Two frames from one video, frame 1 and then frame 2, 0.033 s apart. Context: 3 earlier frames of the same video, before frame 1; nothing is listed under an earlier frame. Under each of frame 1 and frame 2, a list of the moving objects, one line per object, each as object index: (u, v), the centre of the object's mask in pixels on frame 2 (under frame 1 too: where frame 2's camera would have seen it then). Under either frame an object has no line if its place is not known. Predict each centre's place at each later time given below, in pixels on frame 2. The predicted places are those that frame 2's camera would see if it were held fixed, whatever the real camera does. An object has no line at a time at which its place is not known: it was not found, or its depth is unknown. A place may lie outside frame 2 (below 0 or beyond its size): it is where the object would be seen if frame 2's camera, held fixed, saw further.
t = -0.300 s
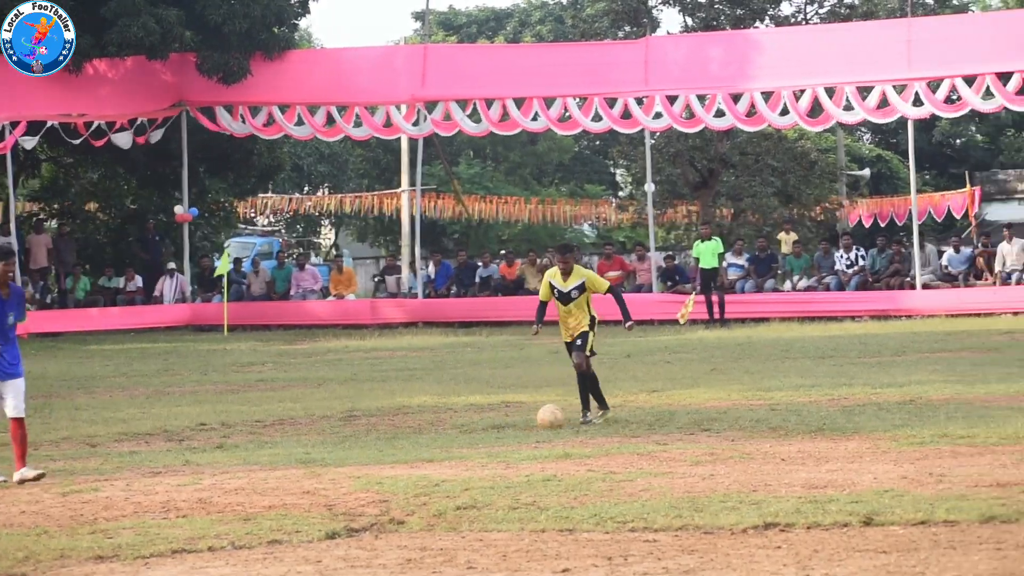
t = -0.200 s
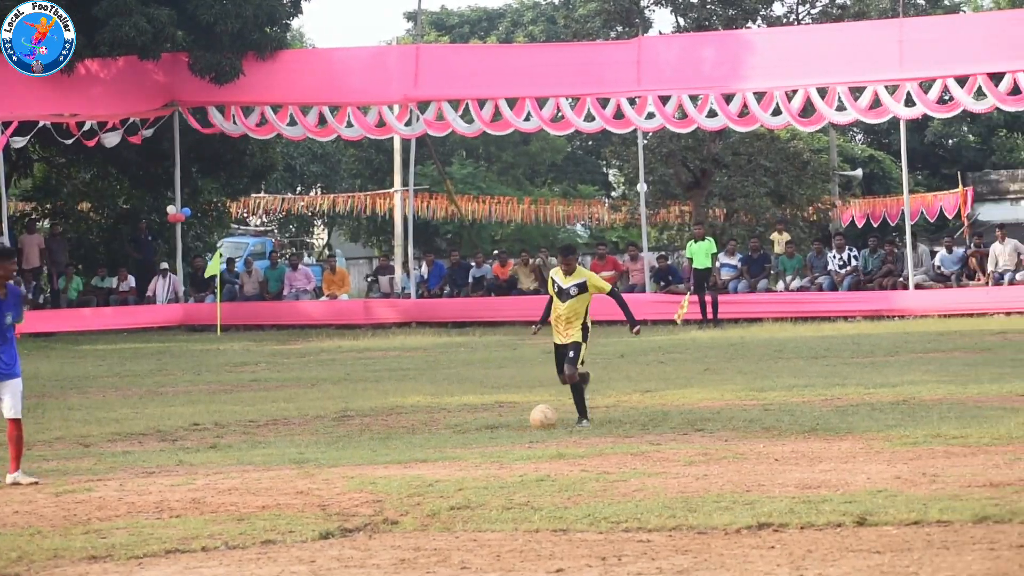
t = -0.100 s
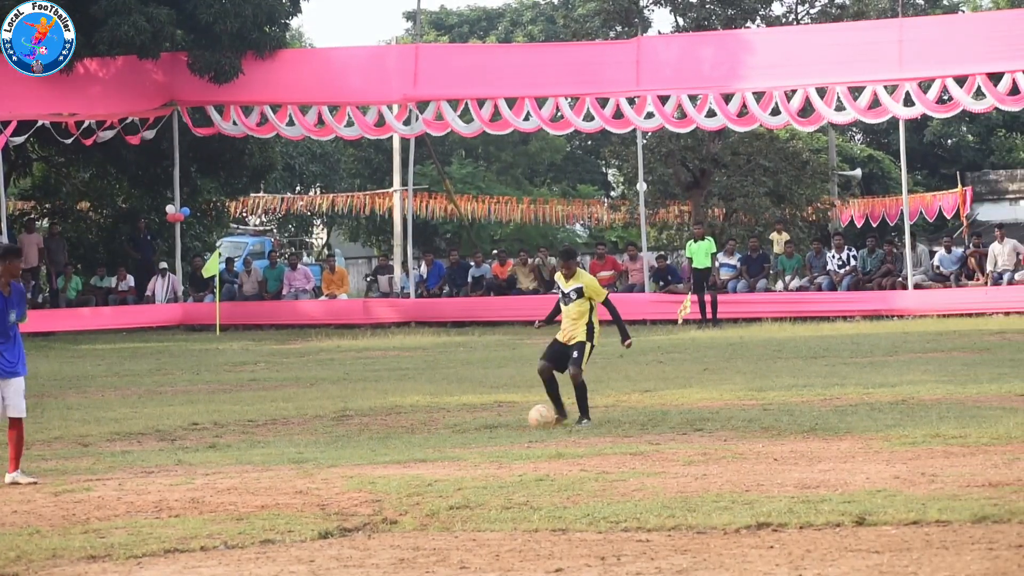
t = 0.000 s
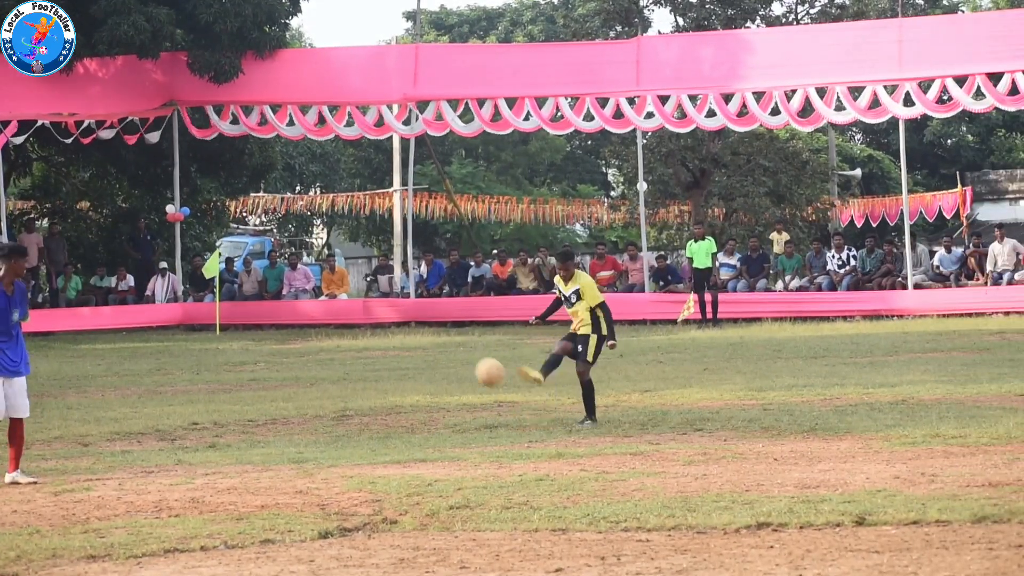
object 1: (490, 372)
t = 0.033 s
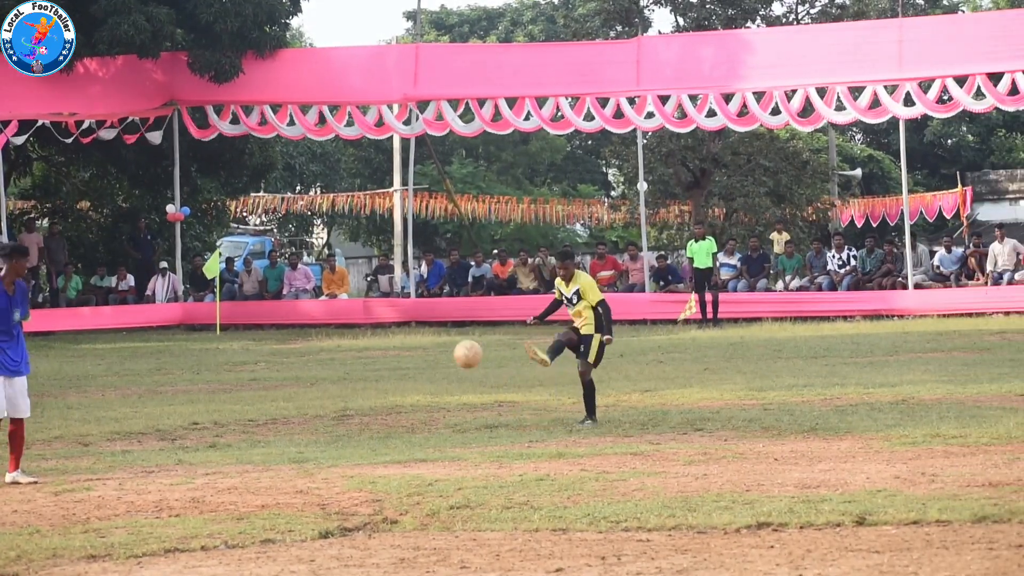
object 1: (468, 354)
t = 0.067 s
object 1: (447, 338)
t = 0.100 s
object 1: (436, 320)
